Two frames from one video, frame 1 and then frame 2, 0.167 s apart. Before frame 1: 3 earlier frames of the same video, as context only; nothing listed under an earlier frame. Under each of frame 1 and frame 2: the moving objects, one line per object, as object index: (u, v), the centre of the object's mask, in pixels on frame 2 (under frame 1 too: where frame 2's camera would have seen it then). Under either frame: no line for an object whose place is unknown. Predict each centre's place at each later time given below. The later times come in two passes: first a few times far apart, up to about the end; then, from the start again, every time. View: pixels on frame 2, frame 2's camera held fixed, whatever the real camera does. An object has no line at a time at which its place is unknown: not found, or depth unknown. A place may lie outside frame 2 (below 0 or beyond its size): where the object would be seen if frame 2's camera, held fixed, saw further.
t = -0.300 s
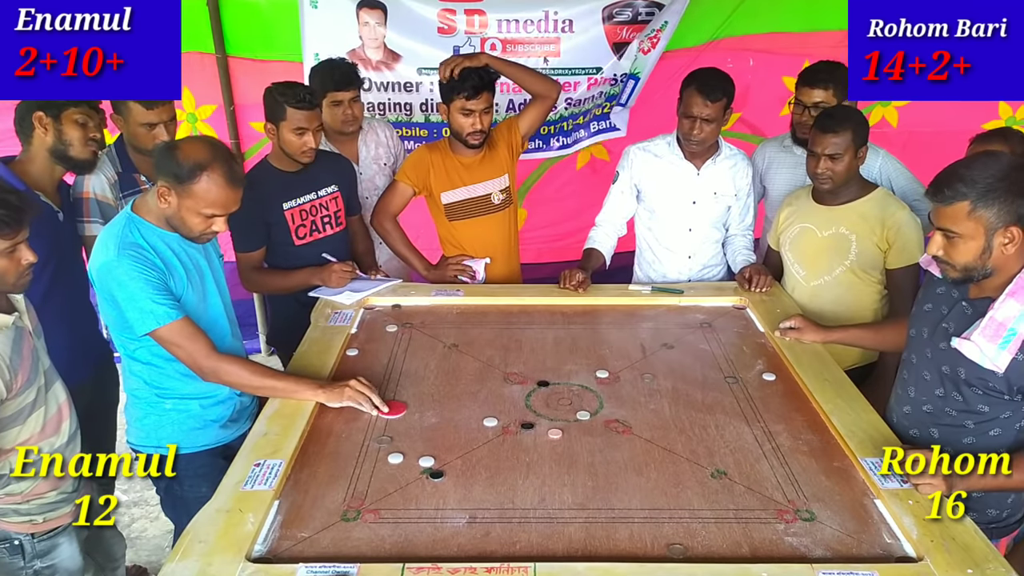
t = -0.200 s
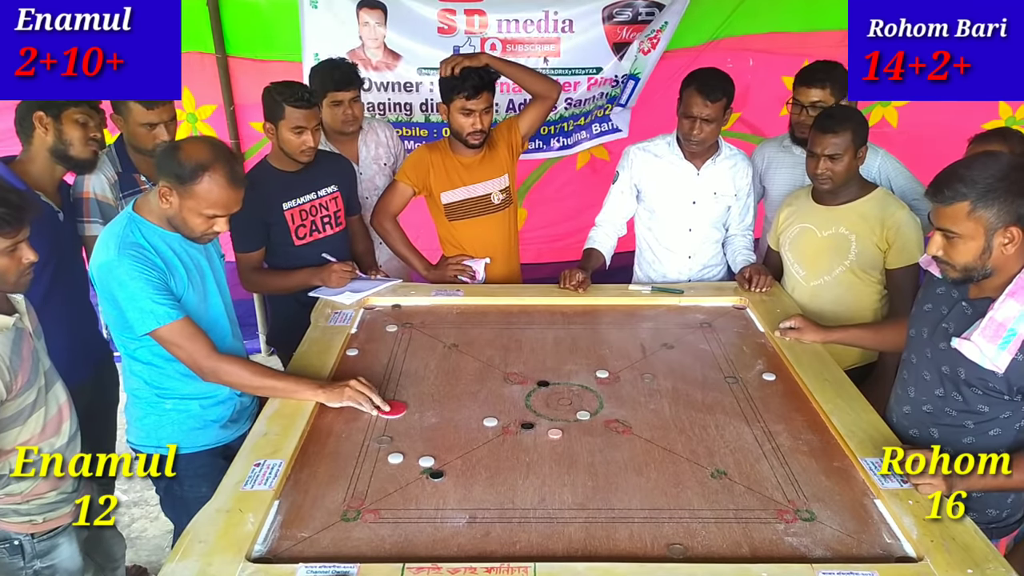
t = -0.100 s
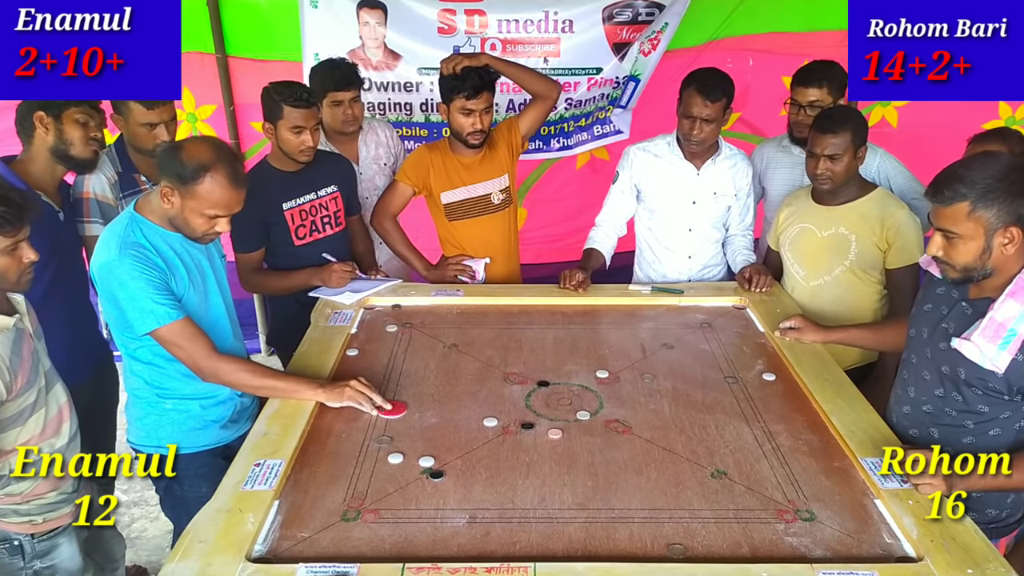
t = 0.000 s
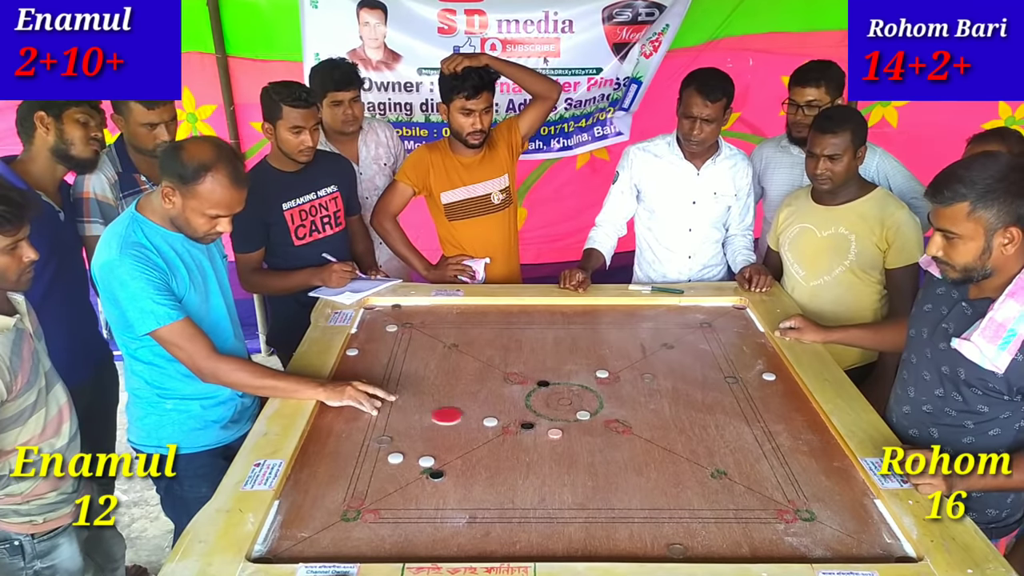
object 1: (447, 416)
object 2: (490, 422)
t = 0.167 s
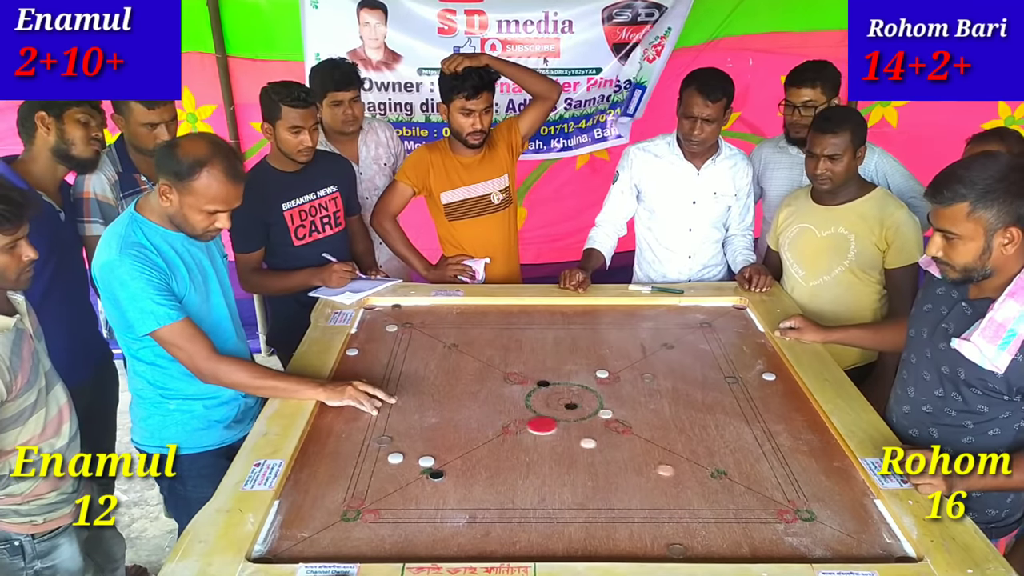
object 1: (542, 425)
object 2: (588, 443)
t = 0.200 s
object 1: (556, 426)
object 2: (609, 450)
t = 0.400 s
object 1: (633, 432)
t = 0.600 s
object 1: (688, 436)
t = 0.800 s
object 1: (721, 437)
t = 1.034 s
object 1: (731, 438)
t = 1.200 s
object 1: (731, 438)
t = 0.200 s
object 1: (556, 426)
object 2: (609, 450)
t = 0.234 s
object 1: (570, 428)
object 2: (629, 456)
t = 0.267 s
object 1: (584, 429)
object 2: (649, 462)
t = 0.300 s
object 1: (597, 430)
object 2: (668, 468)
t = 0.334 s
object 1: (609, 430)
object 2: (687, 475)
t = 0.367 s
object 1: (621, 431)
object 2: (706, 480)
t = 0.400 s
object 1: (633, 432)
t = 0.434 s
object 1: (643, 433)
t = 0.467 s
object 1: (654, 434)
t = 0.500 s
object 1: (663, 434)
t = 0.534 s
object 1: (672, 435)
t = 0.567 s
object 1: (680, 436)
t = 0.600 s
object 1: (688, 436)
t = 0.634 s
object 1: (695, 436)
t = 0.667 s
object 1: (702, 437)
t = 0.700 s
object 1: (708, 436)
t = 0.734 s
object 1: (713, 437)
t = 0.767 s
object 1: (717, 437)
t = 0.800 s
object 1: (721, 437)
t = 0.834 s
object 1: (724, 437)
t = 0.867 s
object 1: (727, 438)
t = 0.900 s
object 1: (729, 438)
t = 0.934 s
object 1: (730, 438)
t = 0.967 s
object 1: (731, 438)
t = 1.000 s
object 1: (731, 438)
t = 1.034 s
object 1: (731, 438)
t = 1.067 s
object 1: (731, 438)
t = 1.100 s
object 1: (731, 438)
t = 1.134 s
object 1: (731, 438)
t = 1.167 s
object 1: (731, 438)
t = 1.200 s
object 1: (731, 438)
